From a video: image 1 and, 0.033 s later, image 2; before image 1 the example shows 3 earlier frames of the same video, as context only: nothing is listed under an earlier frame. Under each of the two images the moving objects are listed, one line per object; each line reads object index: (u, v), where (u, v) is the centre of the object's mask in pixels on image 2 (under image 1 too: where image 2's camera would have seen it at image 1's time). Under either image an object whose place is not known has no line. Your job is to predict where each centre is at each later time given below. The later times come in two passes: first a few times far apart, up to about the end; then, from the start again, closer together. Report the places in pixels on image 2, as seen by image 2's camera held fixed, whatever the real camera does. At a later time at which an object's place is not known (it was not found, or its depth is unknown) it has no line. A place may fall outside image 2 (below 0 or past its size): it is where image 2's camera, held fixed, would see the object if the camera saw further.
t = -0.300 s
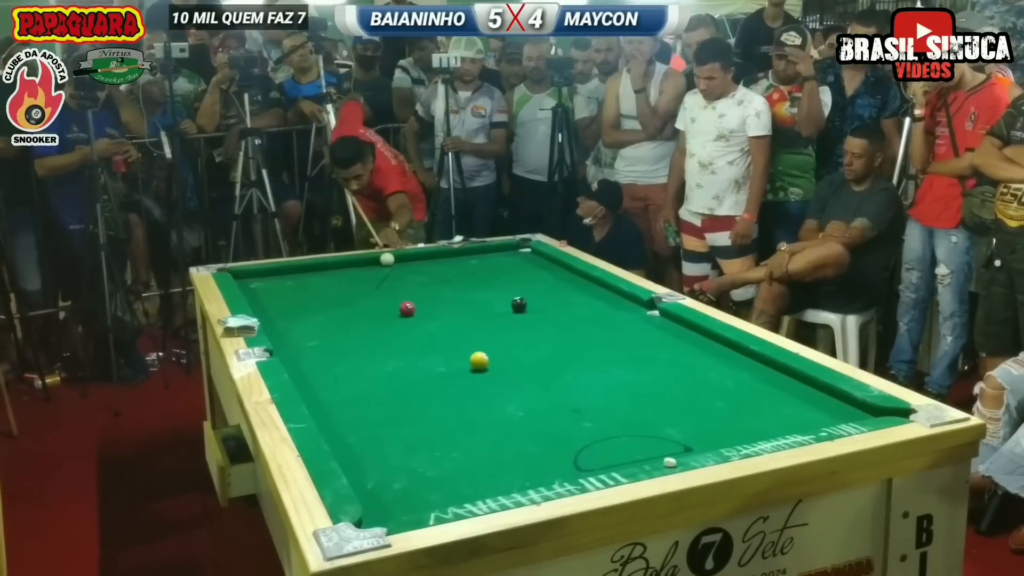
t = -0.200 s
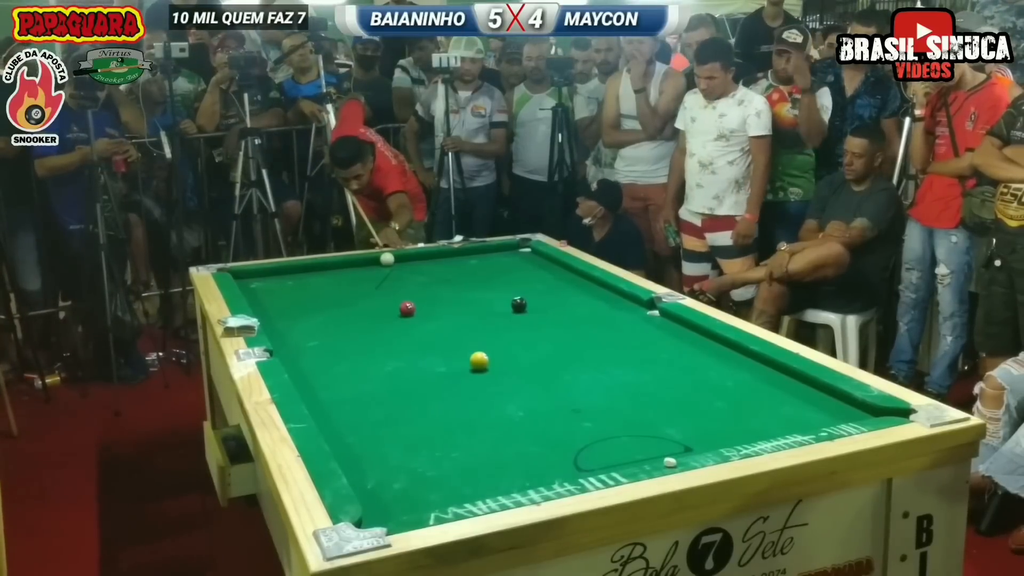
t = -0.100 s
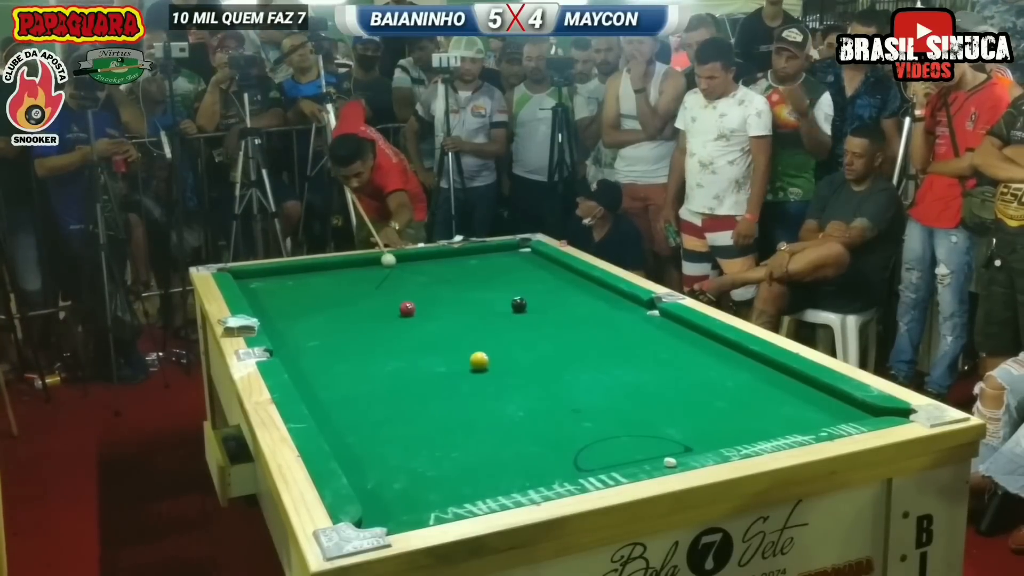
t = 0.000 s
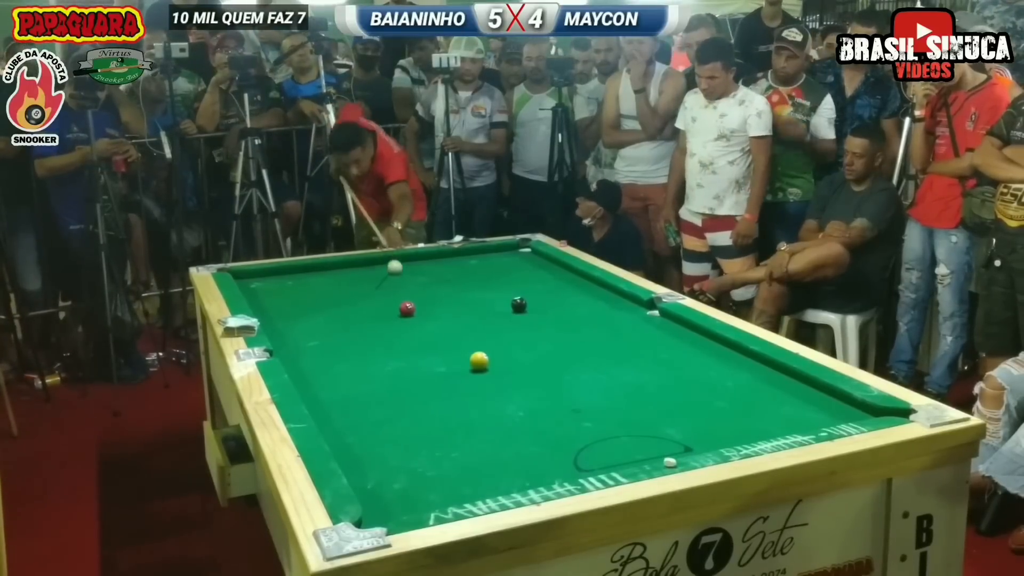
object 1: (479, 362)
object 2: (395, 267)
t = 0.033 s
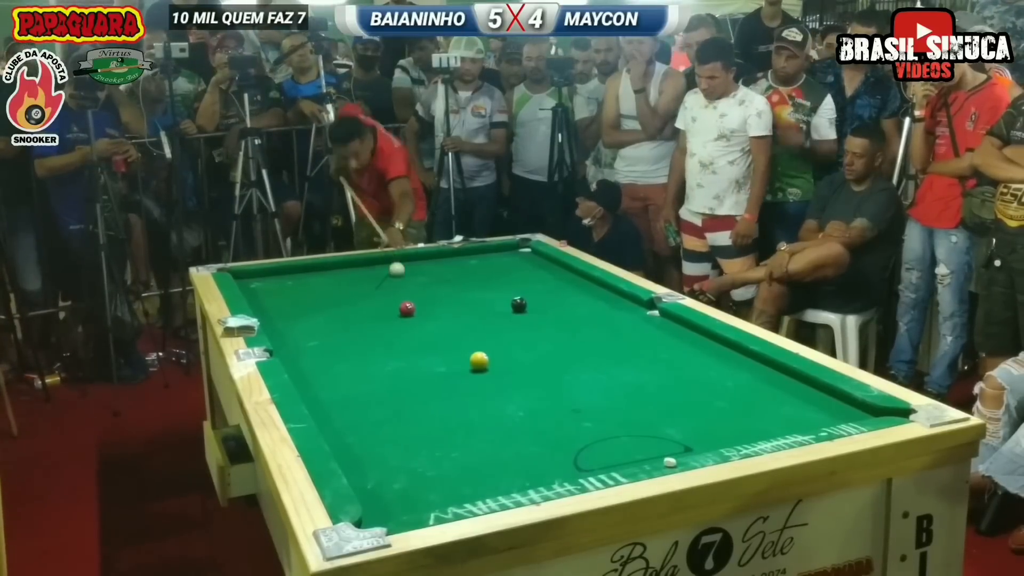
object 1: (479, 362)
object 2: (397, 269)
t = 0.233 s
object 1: (479, 362)
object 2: (411, 284)
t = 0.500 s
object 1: (479, 362)
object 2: (433, 306)
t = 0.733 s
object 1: (479, 362)
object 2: (455, 328)
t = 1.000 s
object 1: (478, 364)
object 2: (487, 353)
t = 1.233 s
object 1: (471, 387)
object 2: (519, 363)
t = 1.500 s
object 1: (462, 414)
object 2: (558, 373)
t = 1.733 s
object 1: (453, 439)
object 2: (591, 382)
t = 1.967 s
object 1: (444, 466)
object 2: (624, 390)
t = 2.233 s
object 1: (433, 497)
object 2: (660, 400)
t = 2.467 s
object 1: (412, 506)
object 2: (690, 407)
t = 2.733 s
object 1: (381, 498)
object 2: (721, 416)
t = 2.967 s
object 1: (369, 488)
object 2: (746, 423)
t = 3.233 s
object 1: (374, 480)
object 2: (770, 428)
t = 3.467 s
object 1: (377, 474)
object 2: (786, 430)
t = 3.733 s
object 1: (381, 468)
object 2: (782, 428)
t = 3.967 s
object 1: (383, 464)
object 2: (778, 426)
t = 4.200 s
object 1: (384, 462)
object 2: (773, 426)
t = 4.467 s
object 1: (383, 462)
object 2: (771, 426)
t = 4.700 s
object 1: (383, 462)
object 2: (770, 426)
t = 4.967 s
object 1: (383, 462)
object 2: (770, 426)
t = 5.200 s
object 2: (770, 426)
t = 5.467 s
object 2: (770, 426)
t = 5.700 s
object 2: (770, 426)
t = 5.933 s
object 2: (771, 426)
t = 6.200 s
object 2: (770, 426)
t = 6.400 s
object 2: (771, 426)
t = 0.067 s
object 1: (479, 362)
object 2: (399, 271)
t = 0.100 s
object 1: (479, 362)
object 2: (401, 274)
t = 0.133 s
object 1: (479, 362)
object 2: (404, 276)
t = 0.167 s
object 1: (479, 362)
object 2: (406, 279)
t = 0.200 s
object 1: (479, 362)
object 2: (409, 281)
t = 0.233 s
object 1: (479, 362)
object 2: (411, 284)
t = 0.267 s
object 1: (479, 362)
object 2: (414, 287)
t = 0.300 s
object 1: (479, 362)
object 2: (416, 289)
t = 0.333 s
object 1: (479, 362)
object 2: (419, 292)
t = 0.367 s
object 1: (479, 362)
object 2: (421, 295)
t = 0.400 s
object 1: (479, 362)
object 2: (424, 297)
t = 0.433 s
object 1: (479, 362)
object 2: (427, 300)
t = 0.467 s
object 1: (479, 362)
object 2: (430, 303)
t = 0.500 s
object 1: (479, 362)
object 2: (433, 306)
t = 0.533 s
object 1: (479, 362)
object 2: (436, 309)
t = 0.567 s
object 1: (479, 362)
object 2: (439, 312)
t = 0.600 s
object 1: (479, 362)
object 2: (442, 315)
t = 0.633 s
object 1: (479, 362)
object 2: (445, 318)
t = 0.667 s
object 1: (479, 362)
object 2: (448, 321)
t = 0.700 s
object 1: (479, 362)
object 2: (452, 324)
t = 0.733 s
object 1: (479, 362)
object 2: (455, 328)
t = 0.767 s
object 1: (479, 362)
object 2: (458, 331)
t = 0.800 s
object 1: (479, 362)
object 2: (462, 335)
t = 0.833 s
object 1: (479, 362)
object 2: (465, 338)
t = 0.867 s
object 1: (479, 362)
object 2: (469, 342)
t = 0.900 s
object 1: (479, 362)
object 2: (472, 344)
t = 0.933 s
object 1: (479, 362)
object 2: (476, 346)
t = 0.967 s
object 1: (479, 362)
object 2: (480, 348)
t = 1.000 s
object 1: (478, 364)
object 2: (487, 353)
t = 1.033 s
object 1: (477, 368)
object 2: (491, 355)
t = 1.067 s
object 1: (476, 372)
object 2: (495, 357)
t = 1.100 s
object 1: (475, 375)
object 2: (500, 358)
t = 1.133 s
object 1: (474, 378)
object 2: (505, 360)
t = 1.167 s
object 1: (472, 381)
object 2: (510, 361)
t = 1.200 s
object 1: (471, 384)
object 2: (514, 362)
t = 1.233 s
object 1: (471, 387)
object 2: (519, 363)
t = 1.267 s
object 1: (470, 390)
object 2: (524, 364)
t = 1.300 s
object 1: (468, 394)
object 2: (529, 366)
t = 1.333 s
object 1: (467, 397)
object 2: (534, 367)
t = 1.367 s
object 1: (466, 400)
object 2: (539, 368)
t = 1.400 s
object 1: (465, 404)
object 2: (544, 370)
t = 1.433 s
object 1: (464, 407)
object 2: (549, 371)
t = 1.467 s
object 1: (463, 410)
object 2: (553, 372)
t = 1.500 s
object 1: (462, 414)
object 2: (558, 373)
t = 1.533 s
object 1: (460, 417)
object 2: (563, 374)
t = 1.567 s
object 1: (459, 421)
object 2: (568, 376)
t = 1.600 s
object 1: (458, 424)
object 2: (573, 377)
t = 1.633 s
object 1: (457, 428)
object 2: (577, 378)
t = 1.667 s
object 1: (456, 432)
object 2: (582, 379)
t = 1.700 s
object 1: (455, 435)
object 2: (587, 381)
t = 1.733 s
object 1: (453, 439)
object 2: (591, 382)
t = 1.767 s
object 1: (452, 443)
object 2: (597, 383)
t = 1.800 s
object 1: (451, 447)
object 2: (601, 384)
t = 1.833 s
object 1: (450, 451)
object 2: (606, 386)
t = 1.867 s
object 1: (448, 454)
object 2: (611, 387)
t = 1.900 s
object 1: (447, 458)
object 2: (615, 388)
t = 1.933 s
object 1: (446, 462)
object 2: (620, 389)
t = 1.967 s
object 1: (444, 466)
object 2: (624, 390)
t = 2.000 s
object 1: (443, 470)
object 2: (629, 392)
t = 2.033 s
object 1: (442, 474)
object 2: (634, 393)
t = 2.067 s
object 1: (440, 477)
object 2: (638, 394)
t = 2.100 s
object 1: (439, 481)
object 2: (642, 395)
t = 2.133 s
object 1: (437, 485)
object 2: (647, 397)
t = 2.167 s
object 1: (436, 489)
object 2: (651, 398)
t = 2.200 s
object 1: (434, 493)
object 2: (655, 399)
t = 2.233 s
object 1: (433, 497)
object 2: (660, 400)
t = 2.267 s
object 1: (431, 499)
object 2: (664, 401)
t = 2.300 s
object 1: (430, 502)
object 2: (669, 402)
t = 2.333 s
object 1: (428, 505)
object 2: (673, 403)
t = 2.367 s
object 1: (425, 507)
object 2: (677, 404)
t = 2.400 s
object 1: (421, 506)
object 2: (681, 405)
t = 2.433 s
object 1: (416, 506)
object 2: (686, 406)
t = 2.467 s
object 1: (412, 506)
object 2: (690, 407)
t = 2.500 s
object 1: (408, 505)
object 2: (694, 408)
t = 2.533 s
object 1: (404, 505)
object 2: (698, 409)
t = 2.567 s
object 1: (400, 504)
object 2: (702, 411)
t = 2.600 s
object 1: (396, 503)
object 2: (706, 412)
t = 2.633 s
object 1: (392, 503)
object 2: (710, 413)
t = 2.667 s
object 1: (388, 501)
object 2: (714, 414)
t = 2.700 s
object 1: (385, 500)
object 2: (718, 415)
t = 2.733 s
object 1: (381, 498)
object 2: (721, 416)
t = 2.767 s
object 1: (377, 497)
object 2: (725, 417)
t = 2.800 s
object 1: (374, 495)
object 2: (729, 418)
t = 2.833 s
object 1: (371, 494)
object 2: (732, 419)
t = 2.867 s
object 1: (368, 492)
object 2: (736, 420)
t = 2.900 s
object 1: (368, 491)
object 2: (739, 421)
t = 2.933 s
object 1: (369, 489)
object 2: (743, 422)
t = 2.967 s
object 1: (369, 488)
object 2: (746, 423)
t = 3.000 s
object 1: (370, 488)
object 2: (750, 424)
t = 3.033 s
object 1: (370, 487)
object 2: (753, 425)
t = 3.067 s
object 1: (371, 485)
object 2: (756, 426)
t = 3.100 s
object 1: (371, 484)
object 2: (759, 427)
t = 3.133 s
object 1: (372, 483)
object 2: (762, 427)
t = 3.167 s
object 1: (373, 482)
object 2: (765, 428)
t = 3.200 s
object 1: (373, 481)
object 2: (768, 428)
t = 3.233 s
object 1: (374, 480)
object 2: (770, 428)
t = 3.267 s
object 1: (375, 479)
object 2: (773, 428)
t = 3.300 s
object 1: (375, 478)
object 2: (775, 429)
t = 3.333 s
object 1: (376, 477)
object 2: (778, 429)
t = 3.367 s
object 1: (376, 476)
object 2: (780, 430)
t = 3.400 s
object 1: (377, 475)
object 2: (783, 430)
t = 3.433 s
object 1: (377, 474)
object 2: (785, 430)
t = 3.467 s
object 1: (377, 474)
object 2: (786, 430)
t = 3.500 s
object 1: (378, 473)
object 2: (785, 430)
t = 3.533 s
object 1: (379, 472)
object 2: (785, 430)
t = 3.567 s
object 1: (379, 471)
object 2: (785, 429)
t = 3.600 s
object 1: (379, 470)
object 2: (784, 429)
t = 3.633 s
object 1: (380, 470)
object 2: (784, 429)
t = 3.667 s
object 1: (380, 469)
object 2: (783, 428)
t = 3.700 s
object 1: (380, 468)
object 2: (783, 428)
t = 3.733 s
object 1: (381, 468)
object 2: (782, 428)
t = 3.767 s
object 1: (381, 467)
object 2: (781, 427)
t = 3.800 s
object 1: (382, 467)
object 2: (781, 427)
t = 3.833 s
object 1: (382, 466)
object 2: (780, 427)
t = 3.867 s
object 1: (382, 465)
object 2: (780, 427)
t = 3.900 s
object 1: (382, 465)
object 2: (779, 427)
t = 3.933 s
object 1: (383, 465)
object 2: (778, 427)
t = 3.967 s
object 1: (383, 464)
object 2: (778, 426)
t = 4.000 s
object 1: (383, 464)
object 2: (777, 426)
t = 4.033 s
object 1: (383, 463)
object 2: (776, 426)
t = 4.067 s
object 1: (384, 463)
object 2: (775, 426)
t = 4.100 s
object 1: (384, 463)
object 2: (775, 426)
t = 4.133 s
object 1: (384, 462)
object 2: (774, 426)
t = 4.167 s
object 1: (384, 462)
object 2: (773, 426)
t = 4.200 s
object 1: (384, 462)
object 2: (773, 426)
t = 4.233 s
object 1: (384, 462)
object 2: (773, 426)
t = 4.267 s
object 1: (384, 462)
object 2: (772, 426)
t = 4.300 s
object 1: (384, 462)
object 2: (772, 426)
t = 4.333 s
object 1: (384, 462)
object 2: (772, 426)
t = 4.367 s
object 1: (384, 462)
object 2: (771, 426)
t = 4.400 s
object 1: (384, 462)
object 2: (771, 426)
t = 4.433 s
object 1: (384, 462)
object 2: (771, 426)
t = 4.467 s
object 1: (383, 462)
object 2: (771, 426)
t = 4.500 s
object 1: (383, 462)
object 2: (770, 426)
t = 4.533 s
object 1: (383, 462)
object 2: (770, 426)
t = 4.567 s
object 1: (383, 462)
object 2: (770, 426)
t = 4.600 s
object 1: (383, 462)
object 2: (770, 426)
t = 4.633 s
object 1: (383, 462)
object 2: (770, 426)
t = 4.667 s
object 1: (383, 462)
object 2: (770, 426)
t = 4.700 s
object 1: (383, 462)
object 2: (770, 426)
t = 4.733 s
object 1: (384, 462)
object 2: (770, 426)
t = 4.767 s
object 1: (383, 462)
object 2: (770, 426)
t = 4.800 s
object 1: (383, 462)
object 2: (770, 426)
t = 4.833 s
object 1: (383, 462)
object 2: (770, 426)
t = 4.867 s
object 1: (383, 462)
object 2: (770, 426)
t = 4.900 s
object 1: (383, 462)
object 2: (770, 426)
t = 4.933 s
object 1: (383, 462)
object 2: (770, 426)
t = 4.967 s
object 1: (383, 462)
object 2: (770, 426)
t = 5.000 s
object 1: (383, 462)
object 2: (770, 426)
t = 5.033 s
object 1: (383, 462)
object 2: (770, 426)
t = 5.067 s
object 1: (383, 462)
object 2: (770, 426)
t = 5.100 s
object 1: (383, 462)
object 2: (770, 426)
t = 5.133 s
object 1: (384, 462)
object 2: (770, 426)
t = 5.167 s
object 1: (384, 462)
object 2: (770, 426)
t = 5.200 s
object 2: (770, 426)
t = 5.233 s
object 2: (770, 426)
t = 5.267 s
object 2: (770, 426)
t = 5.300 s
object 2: (770, 426)
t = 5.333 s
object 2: (770, 426)
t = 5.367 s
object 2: (770, 426)
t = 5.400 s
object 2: (770, 426)
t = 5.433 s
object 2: (770, 426)
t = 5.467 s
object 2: (770, 426)
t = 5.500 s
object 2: (770, 426)
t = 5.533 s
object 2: (770, 426)
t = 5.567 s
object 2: (770, 426)
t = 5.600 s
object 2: (770, 426)
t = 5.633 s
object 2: (770, 426)
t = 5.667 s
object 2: (770, 426)
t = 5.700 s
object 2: (770, 426)
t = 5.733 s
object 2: (770, 426)
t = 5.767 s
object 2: (770, 426)
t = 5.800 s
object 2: (770, 426)
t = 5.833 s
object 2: (770, 426)
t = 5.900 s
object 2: (771, 426)
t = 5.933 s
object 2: (771, 426)
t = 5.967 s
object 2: (771, 426)
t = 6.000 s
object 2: (771, 426)
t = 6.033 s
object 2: (770, 426)
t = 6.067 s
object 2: (770, 426)
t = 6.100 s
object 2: (770, 426)
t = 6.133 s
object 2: (770, 426)
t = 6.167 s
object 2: (770, 426)
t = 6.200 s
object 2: (770, 426)
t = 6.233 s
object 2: (770, 426)
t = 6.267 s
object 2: (770, 426)
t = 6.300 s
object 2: (770, 426)
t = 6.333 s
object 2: (770, 426)
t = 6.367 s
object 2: (770, 426)
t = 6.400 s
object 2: (771, 426)
